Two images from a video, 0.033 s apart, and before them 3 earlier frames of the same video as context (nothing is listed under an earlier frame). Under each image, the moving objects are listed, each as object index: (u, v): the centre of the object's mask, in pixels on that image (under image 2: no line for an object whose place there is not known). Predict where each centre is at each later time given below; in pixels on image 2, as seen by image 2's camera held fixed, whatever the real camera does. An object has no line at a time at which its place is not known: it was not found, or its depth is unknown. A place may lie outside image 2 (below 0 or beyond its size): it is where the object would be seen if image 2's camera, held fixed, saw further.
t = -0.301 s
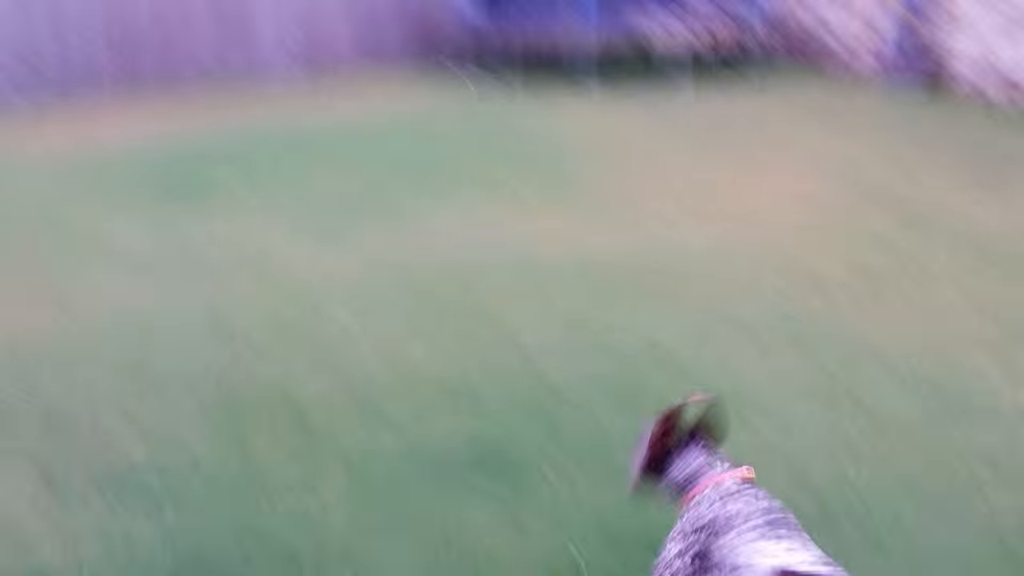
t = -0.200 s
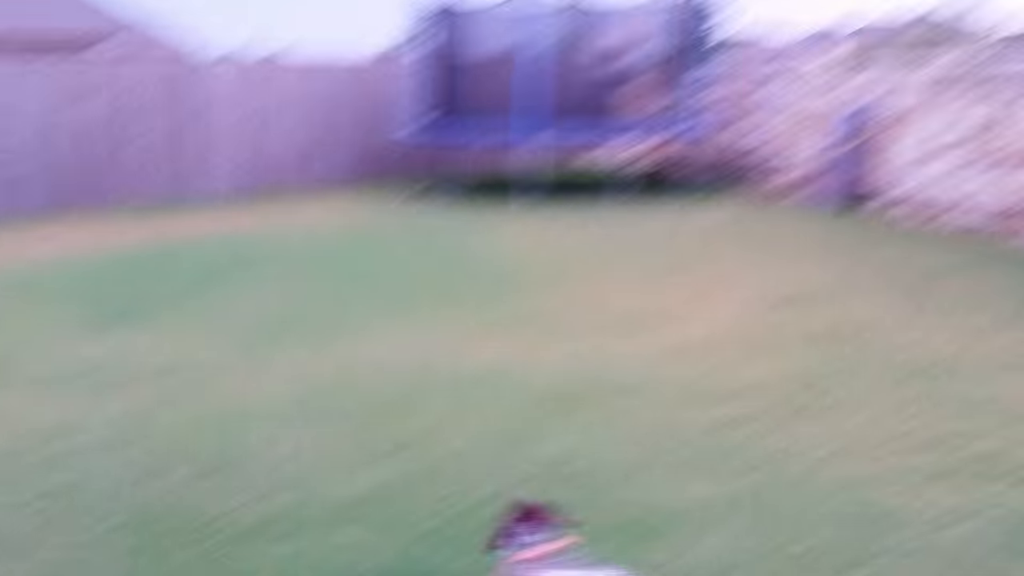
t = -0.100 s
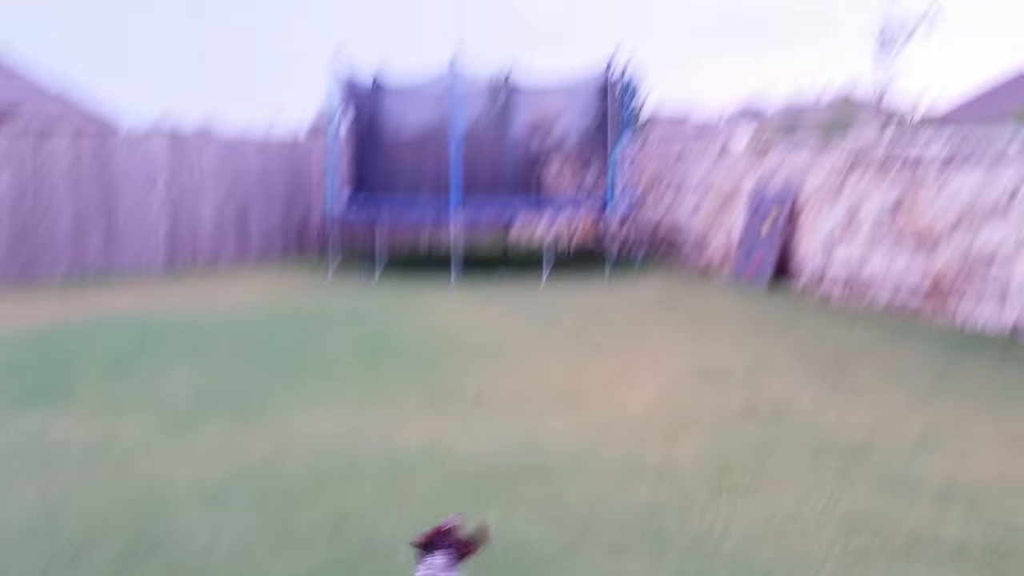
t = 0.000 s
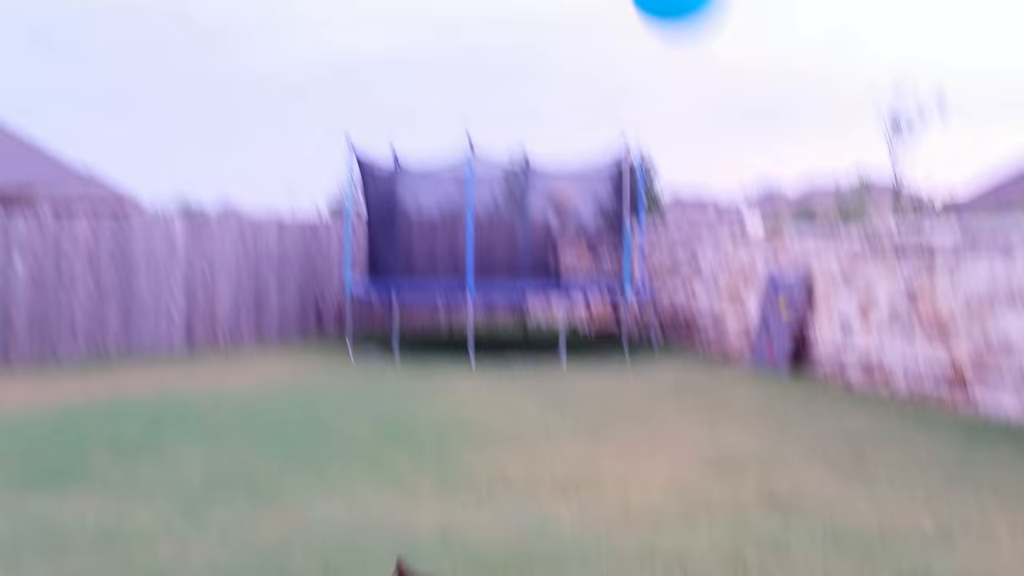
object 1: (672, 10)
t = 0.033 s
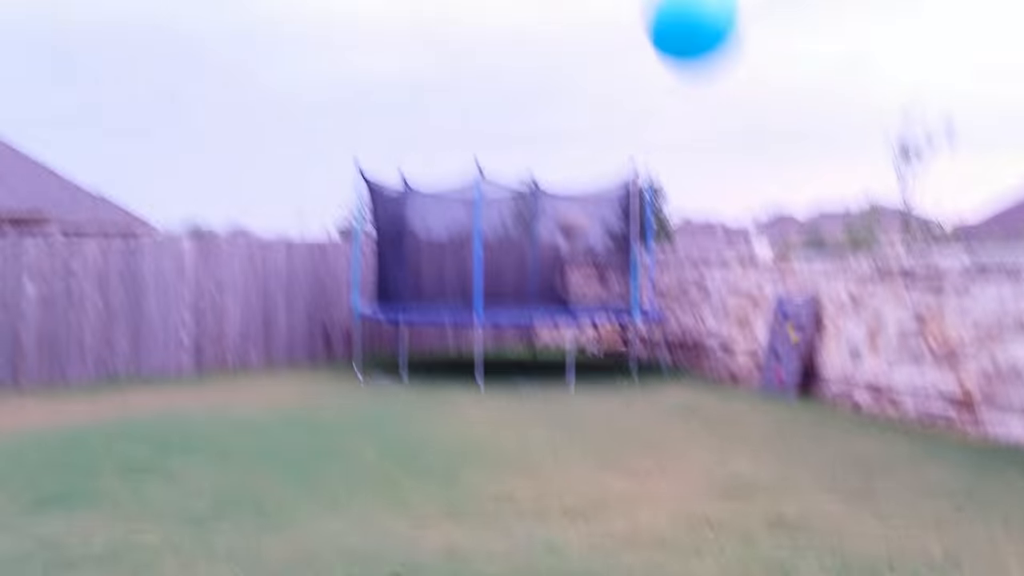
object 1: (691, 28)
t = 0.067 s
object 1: (705, 42)
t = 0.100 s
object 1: (721, 55)
